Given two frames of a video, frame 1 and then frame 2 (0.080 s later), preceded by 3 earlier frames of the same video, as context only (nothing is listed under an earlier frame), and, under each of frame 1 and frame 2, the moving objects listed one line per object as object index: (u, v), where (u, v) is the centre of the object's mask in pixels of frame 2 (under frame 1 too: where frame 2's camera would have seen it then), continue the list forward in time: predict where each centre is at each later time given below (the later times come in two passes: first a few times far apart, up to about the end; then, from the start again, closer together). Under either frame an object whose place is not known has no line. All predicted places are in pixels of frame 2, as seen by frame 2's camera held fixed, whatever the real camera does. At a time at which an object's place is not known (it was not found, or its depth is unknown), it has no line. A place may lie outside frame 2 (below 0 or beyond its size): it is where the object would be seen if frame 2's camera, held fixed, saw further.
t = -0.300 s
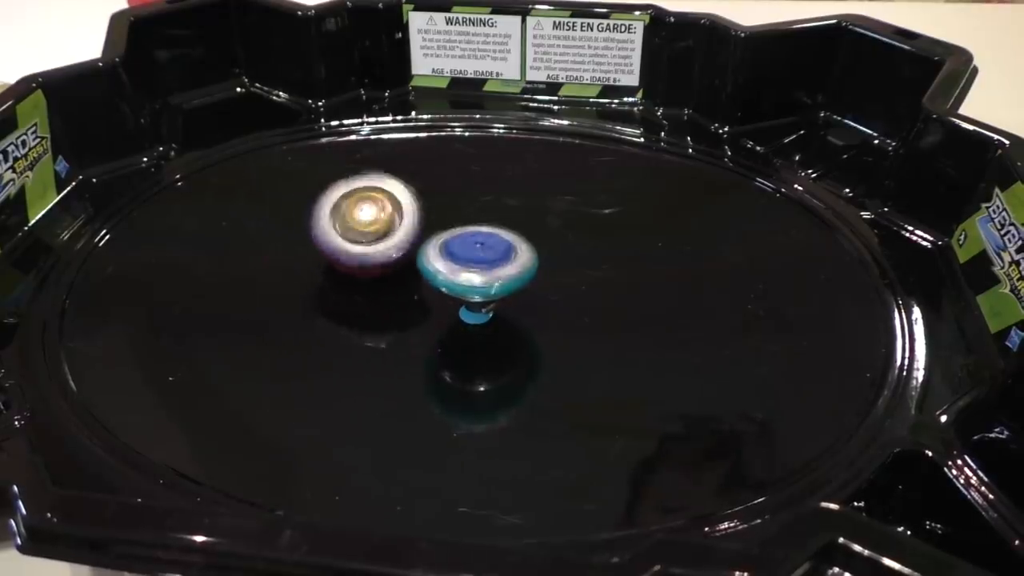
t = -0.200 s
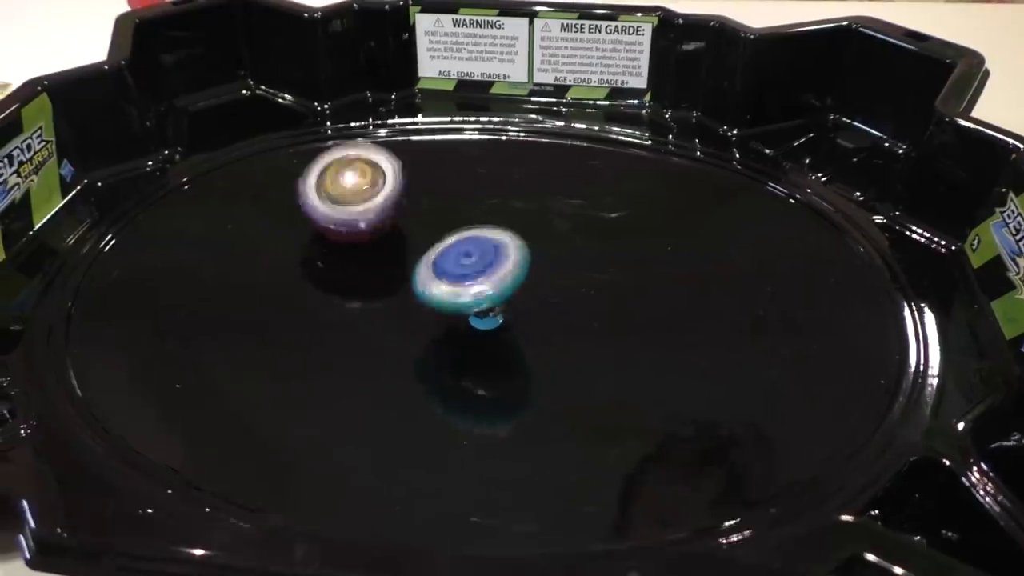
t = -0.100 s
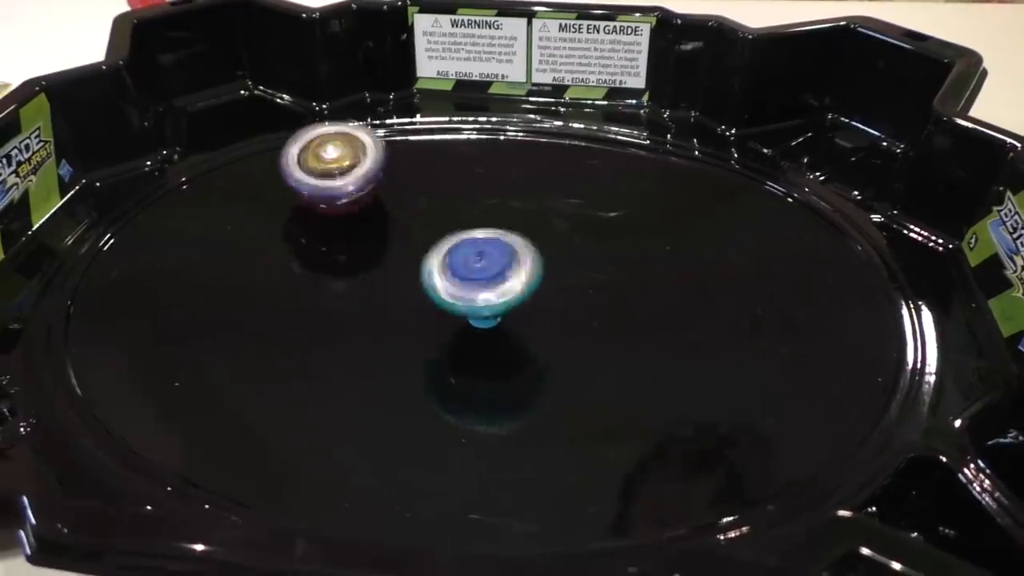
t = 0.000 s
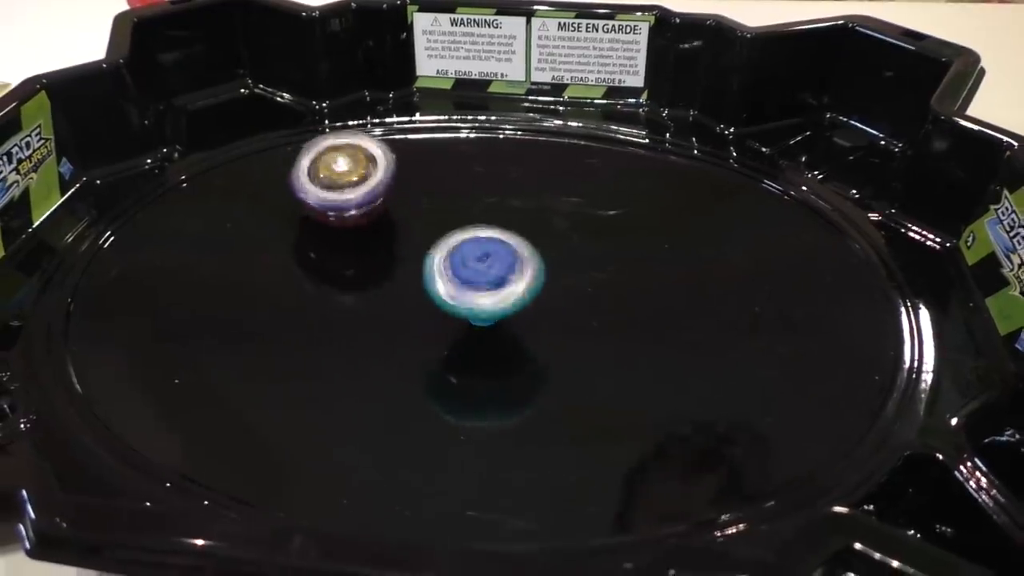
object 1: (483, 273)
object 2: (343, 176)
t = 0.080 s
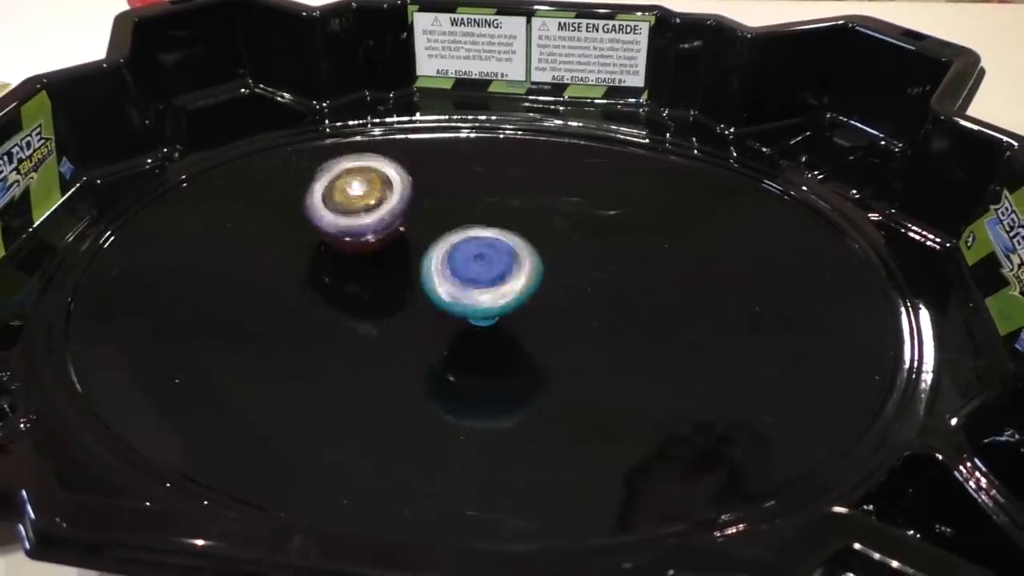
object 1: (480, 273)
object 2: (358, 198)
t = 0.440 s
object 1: (508, 304)
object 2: (372, 260)
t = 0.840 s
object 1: (458, 280)
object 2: (318, 257)
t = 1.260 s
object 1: (509, 278)
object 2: (344, 269)
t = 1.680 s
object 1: (507, 280)
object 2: (388, 269)
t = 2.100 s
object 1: (506, 276)
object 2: (385, 266)
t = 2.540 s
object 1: (501, 275)
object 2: (381, 266)
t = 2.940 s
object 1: (505, 272)
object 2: (371, 273)
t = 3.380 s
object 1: (502, 273)
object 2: (379, 281)
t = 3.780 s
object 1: (512, 276)
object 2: (380, 277)
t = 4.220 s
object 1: (504, 275)
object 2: (393, 263)
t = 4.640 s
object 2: (392, 257)
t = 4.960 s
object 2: (381, 277)
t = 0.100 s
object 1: (485, 273)
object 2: (362, 205)
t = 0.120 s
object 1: (485, 275)
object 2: (367, 212)
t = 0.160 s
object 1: (480, 274)
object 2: (376, 225)
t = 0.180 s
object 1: (483, 272)
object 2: (380, 234)
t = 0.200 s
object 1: (491, 277)
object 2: (382, 239)
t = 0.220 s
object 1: (487, 293)
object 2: (379, 241)
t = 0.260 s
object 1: (480, 288)
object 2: (373, 242)
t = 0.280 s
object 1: (486, 294)
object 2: (368, 244)
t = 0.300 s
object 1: (482, 298)
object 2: (366, 244)
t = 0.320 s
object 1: (478, 295)
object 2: (365, 246)
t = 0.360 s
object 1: (490, 289)
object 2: (371, 252)
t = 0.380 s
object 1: (493, 293)
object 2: (374, 256)
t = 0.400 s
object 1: (491, 295)
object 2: (377, 260)
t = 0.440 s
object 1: (508, 304)
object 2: (372, 260)
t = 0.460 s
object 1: (509, 298)
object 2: (356, 251)
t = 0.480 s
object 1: (518, 285)
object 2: (346, 243)
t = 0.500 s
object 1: (521, 281)
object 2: (337, 236)
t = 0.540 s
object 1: (516, 276)
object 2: (323, 229)
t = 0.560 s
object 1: (505, 270)
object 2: (319, 226)
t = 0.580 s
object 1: (497, 268)
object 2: (316, 226)
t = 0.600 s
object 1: (492, 267)
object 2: (315, 226)
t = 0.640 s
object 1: (474, 268)
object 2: (312, 230)
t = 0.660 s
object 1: (471, 269)
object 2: (312, 231)
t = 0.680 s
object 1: (467, 271)
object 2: (312, 235)
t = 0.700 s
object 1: (464, 273)
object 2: (310, 237)
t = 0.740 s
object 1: (459, 276)
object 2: (312, 243)
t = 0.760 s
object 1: (459, 276)
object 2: (311, 246)
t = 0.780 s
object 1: (458, 278)
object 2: (314, 249)
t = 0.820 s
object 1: (459, 278)
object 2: (315, 254)
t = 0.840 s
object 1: (458, 280)
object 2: (318, 257)
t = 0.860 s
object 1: (461, 280)
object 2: (319, 259)
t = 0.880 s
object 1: (461, 280)
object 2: (321, 260)
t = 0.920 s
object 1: (466, 279)
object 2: (326, 266)
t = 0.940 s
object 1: (466, 281)
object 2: (329, 267)
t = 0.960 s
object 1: (470, 281)
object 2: (335, 270)
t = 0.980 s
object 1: (470, 280)
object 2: (338, 272)
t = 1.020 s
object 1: (474, 279)
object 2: (348, 276)
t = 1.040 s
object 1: (477, 281)
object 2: (350, 277)
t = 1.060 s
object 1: (482, 283)
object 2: (350, 277)
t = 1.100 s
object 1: (483, 286)
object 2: (354, 279)
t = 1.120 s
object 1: (487, 285)
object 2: (353, 278)
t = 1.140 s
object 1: (498, 292)
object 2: (347, 277)
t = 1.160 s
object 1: (502, 297)
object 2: (343, 274)
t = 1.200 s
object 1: (498, 290)
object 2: (339, 271)
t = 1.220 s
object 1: (499, 283)
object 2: (341, 269)
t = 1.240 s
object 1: (506, 279)
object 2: (342, 270)
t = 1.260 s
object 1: (509, 278)
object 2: (344, 269)
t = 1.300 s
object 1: (513, 281)
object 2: (353, 269)
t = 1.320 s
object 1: (513, 281)
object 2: (356, 269)
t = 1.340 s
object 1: (507, 277)
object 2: (360, 270)
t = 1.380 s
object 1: (503, 271)
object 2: (371, 272)
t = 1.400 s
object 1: (505, 270)
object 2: (374, 274)
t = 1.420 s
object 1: (504, 270)
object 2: (379, 275)
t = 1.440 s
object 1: (506, 270)
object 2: (385, 276)
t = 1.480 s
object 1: (505, 270)
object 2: (389, 279)
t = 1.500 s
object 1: (507, 273)
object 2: (389, 279)
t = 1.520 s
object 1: (508, 276)
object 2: (390, 280)
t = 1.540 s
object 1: (503, 274)
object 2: (390, 280)
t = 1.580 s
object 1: (505, 277)
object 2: (391, 278)
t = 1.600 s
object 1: (506, 278)
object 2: (393, 276)
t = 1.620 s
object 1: (508, 281)
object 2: (391, 274)
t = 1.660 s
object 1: (510, 284)
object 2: (388, 270)
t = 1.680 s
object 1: (507, 280)
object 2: (388, 269)
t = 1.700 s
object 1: (506, 278)
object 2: (391, 267)
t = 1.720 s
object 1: (503, 275)
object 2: (393, 268)
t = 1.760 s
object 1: (509, 274)
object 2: (395, 266)
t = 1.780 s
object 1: (509, 273)
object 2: (395, 266)
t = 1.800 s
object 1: (508, 274)
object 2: (396, 265)
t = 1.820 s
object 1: (506, 273)
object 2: (398, 265)
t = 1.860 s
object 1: (511, 277)
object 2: (389, 264)
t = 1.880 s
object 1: (507, 277)
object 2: (387, 262)
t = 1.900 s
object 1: (502, 275)
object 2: (384, 262)
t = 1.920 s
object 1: (500, 274)
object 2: (382, 262)
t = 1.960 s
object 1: (500, 271)
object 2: (381, 262)
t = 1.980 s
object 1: (504, 273)
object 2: (381, 261)
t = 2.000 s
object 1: (504, 273)
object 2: (382, 262)
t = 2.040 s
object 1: (502, 274)
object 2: (383, 263)
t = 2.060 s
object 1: (497, 272)
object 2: (384, 264)
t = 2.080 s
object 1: (499, 271)
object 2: (384, 265)
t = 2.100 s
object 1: (506, 276)
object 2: (385, 266)
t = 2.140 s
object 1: (506, 279)
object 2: (387, 265)
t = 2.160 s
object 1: (505, 280)
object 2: (390, 265)
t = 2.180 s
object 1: (501, 278)
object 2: (392, 267)
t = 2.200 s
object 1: (501, 277)
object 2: (391, 266)
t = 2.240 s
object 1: (506, 277)
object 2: (390, 265)
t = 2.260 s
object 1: (505, 276)
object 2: (390, 266)
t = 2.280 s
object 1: (503, 274)
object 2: (391, 266)
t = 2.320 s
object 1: (507, 276)
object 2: (391, 267)
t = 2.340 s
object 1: (508, 277)
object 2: (389, 267)
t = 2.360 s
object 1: (507, 277)
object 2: (389, 267)
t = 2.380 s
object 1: (505, 276)
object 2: (389, 267)
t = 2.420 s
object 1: (501, 274)
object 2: (388, 268)
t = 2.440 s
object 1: (506, 276)
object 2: (384, 267)
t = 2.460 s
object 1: (510, 278)
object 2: (381, 266)
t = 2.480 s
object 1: (512, 279)
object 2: (380, 266)
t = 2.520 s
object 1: (506, 278)
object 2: (379, 266)
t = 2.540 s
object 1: (501, 275)
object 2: (381, 266)
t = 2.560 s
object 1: (498, 271)
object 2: (382, 267)
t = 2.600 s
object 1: (508, 274)
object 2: (384, 268)
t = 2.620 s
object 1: (511, 276)
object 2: (385, 268)
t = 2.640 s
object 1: (510, 276)
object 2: (387, 269)
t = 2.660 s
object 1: (507, 275)
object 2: (390, 271)
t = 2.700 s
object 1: (504, 274)
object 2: (391, 272)
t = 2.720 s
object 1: (510, 277)
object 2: (384, 271)
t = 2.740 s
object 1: (514, 280)
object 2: (377, 271)
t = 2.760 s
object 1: (514, 281)
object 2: (375, 269)
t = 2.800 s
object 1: (506, 277)
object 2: (372, 268)
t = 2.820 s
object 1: (500, 274)
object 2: (372, 270)
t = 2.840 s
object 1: (496, 271)
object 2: (372, 269)
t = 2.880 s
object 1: (494, 268)
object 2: (371, 270)
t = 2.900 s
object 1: (499, 270)
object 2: (370, 272)
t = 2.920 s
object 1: (503, 271)
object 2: (370, 272)
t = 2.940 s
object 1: (505, 272)
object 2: (371, 273)
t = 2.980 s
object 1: (503, 273)
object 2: (373, 274)
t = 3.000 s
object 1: (499, 273)
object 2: (375, 274)
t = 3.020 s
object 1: (496, 272)
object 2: (376, 275)
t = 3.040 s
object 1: (498, 273)
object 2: (377, 276)
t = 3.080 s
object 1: (500, 274)
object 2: (381, 277)
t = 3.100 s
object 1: (500, 274)
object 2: (384, 277)
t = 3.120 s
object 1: (501, 273)
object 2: (386, 278)
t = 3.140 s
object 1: (503, 273)
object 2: (388, 279)
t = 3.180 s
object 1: (506, 274)
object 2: (393, 281)
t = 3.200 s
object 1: (508, 274)
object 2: (394, 282)
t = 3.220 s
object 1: (510, 276)
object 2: (393, 282)
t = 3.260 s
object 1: (508, 275)
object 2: (396, 283)
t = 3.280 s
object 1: (506, 274)
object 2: (395, 283)
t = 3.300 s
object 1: (507, 274)
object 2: (389, 283)
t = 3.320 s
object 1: (508, 275)
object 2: (383, 282)
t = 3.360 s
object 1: (505, 274)
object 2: (378, 282)
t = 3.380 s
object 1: (502, 273)
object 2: (379, 281)
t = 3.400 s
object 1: (499, 272)
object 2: (378, 282)
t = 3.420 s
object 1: (496, 271)
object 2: (377, 282)
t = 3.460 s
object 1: (500, 272)
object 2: (374, 281)
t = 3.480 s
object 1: (502, 272)
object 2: (376, 282)
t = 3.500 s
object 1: (503, 273)
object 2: (377, 282)
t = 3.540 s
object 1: (502, 272)
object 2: (378, 282)
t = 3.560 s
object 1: (500, 272)
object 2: (376, 281)
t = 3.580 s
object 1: (498, 272)
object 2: (378, 282)
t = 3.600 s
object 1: (497, 271)
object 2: (380, 282)
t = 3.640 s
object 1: (503, 273)
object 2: (384, 281)
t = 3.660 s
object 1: (504, 274)
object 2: (385, 280)
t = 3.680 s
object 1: (504, 274)
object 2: (385, 281)
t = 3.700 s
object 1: (503, 273)
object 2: (388, 281)
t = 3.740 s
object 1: (509, 275)
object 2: (385, 279)
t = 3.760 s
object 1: (512, 276)
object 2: (381, 276)
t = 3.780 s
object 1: (512, 276)
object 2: (380, 277)
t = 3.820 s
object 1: (505, 274)
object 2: (382, 275)
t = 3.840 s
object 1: (501, 272)
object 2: (382, 275)
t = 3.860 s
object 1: (497, 271)
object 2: (381, 274)
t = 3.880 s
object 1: (499, 273)
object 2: (380, 273)
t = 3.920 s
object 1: (509, 276)
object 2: (379, 269)
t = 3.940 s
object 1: (510, 277)
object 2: (379, 270)
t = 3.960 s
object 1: (509, 276)
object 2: (382, 269)
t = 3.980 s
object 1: (506, 275)
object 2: (385, 268)
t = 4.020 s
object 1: (496, 272)
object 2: (384, 268)
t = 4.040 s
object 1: (497, 273)
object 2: (385, 267)
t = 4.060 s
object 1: (502, 276)
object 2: (386, 265)
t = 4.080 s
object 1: (506, 278)
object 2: (384, 262)
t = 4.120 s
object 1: (509, 278)
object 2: (391, 263)
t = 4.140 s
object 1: (506, 276)
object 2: (391, 262)
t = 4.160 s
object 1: (504, 274)
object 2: (391, 263)
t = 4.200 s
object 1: (502, 274)
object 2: (395, 262)
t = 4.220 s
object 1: (504, 275)
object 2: (393, 263)
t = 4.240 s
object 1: (507, 276)
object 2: (394, 261)
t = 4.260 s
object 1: (508, 277)
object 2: (394, 259)
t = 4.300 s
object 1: (506, 275)
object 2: (398, 262)
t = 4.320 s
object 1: (509, 278)
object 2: (392, 259)
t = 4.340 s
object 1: (511, 279)
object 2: (388, 257)
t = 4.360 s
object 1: (511, 279)
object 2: (385, 255)
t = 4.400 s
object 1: (505, 277)
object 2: (386, 253)
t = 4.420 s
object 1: (501, 275)
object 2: (385, 254)
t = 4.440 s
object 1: (497, 274)
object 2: (386, 253)
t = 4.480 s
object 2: (384, 254)
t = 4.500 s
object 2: (388, 255)
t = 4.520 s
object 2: (386, 254)
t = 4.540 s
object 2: (388, 255)
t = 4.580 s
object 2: (389, 256)
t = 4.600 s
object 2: (391, 255)
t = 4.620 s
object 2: (390, 256)
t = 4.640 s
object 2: (392, 257)
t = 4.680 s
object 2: (393, 259)
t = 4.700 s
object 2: (394, 259)
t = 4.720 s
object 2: (395, 262)
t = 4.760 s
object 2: (395, 266)
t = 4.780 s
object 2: (398, 266)
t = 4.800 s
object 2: (394, 269)
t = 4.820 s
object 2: (394, 269)
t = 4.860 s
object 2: (393, 273)
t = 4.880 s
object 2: (391, 274)
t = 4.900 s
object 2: (390, 276)
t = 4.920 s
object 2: (386, 278)
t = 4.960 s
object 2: (381, 277)
